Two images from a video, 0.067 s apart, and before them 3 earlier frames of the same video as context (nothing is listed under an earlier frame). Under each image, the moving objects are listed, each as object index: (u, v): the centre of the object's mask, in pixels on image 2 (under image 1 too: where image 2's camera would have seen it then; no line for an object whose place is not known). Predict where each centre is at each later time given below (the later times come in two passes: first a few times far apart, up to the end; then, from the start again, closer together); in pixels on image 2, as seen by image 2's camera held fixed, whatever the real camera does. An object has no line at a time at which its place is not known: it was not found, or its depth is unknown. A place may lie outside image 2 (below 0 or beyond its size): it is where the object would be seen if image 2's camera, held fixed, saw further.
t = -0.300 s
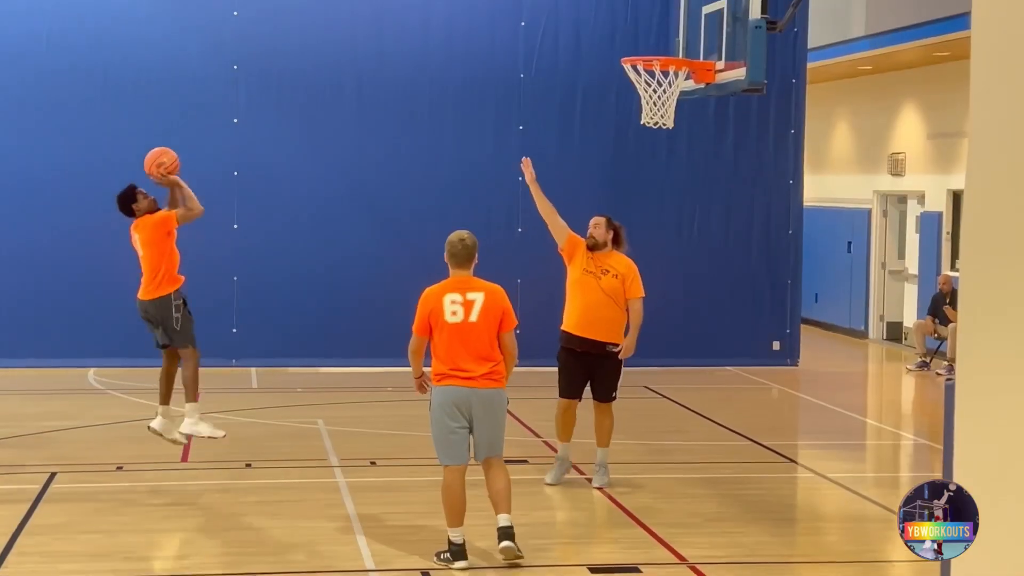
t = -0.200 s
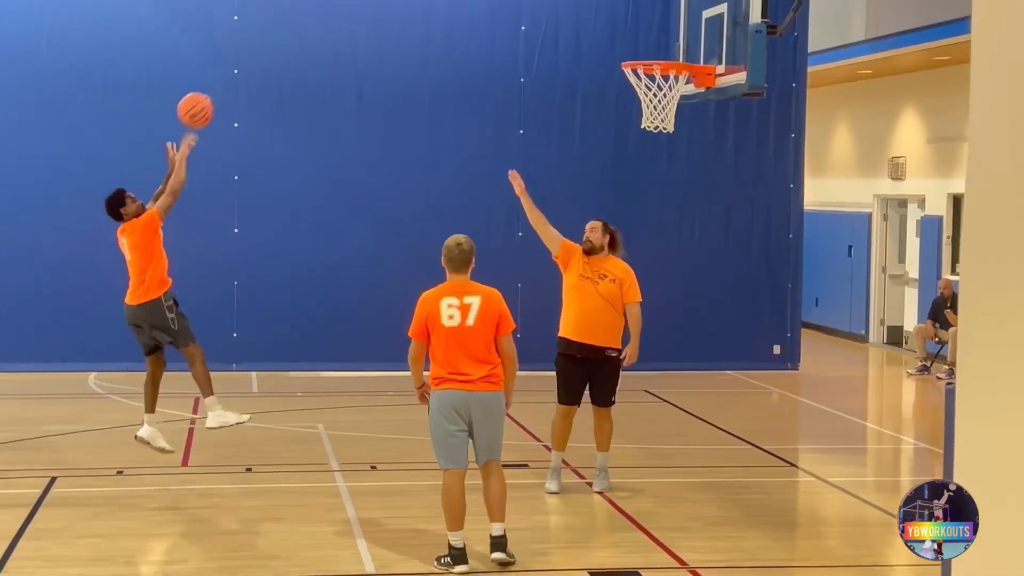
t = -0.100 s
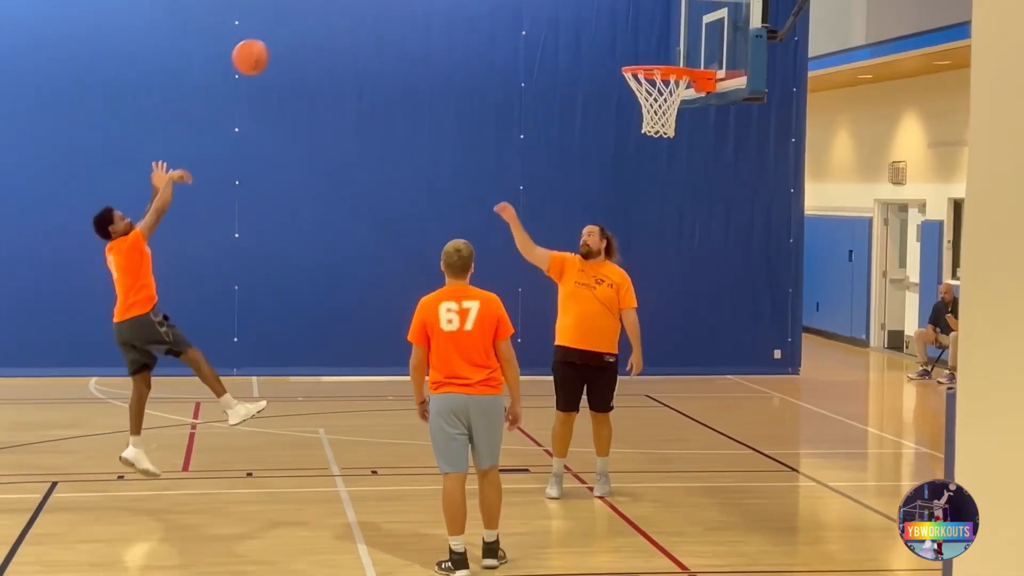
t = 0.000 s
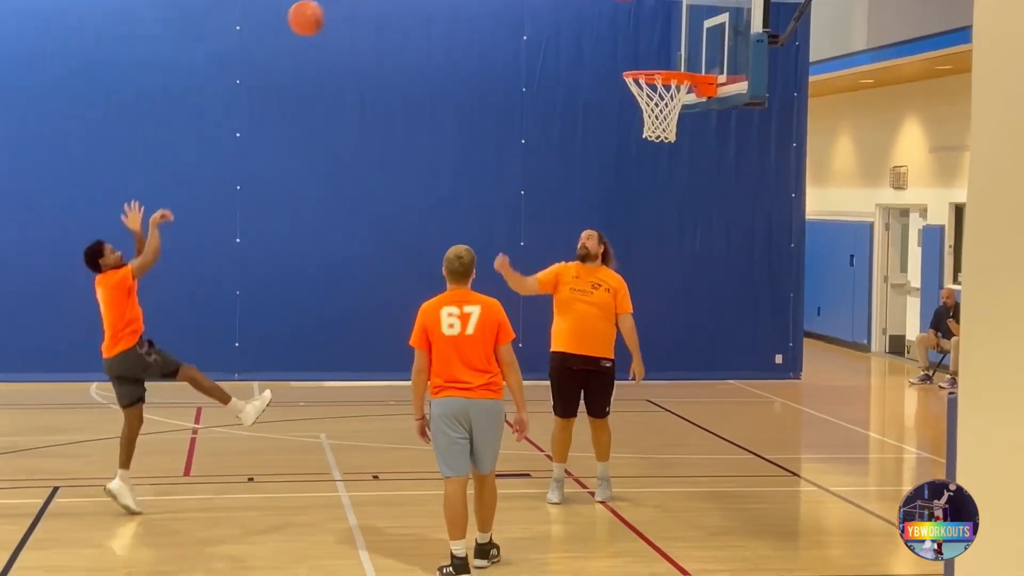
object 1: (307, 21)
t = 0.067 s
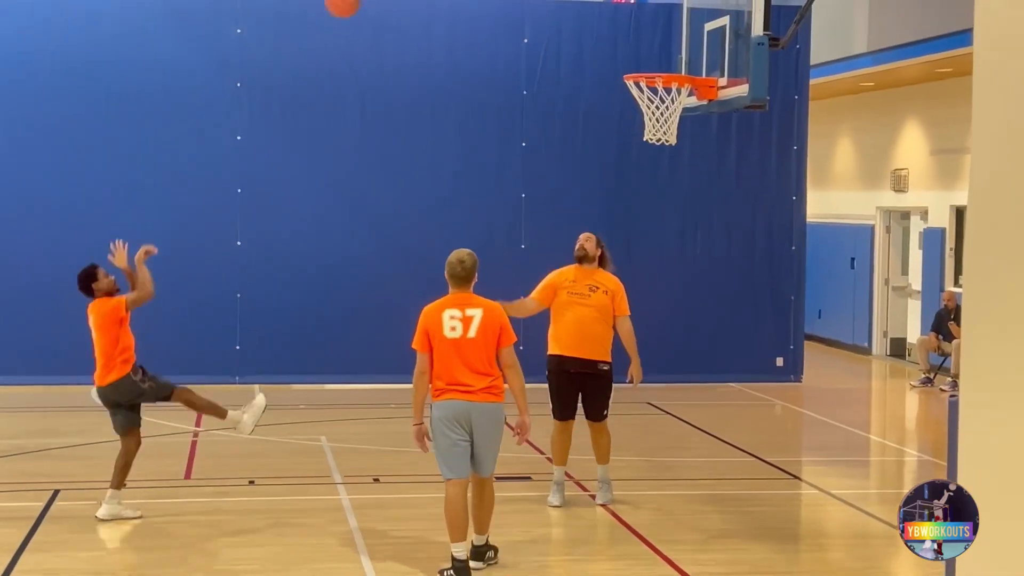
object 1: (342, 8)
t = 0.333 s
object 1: (486, -7)
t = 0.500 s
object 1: (575, 15)
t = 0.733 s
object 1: (677, 95)
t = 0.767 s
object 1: (673, 98)
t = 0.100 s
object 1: (361, 3)
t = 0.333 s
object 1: (486, -7)
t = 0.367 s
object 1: (504, -6)
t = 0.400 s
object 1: (521, -4)
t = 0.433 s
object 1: (539, 0)
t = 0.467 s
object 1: (557, 4)
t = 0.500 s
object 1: (575, 15)
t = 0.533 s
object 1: (592, 27)
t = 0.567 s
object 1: (609, 40)
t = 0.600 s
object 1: (626, 55)
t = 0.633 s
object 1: (641, 62)
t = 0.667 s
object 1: (654, 71)
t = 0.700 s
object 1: (665, 81)
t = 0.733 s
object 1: (677, 95)
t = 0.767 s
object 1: (673, 98)
